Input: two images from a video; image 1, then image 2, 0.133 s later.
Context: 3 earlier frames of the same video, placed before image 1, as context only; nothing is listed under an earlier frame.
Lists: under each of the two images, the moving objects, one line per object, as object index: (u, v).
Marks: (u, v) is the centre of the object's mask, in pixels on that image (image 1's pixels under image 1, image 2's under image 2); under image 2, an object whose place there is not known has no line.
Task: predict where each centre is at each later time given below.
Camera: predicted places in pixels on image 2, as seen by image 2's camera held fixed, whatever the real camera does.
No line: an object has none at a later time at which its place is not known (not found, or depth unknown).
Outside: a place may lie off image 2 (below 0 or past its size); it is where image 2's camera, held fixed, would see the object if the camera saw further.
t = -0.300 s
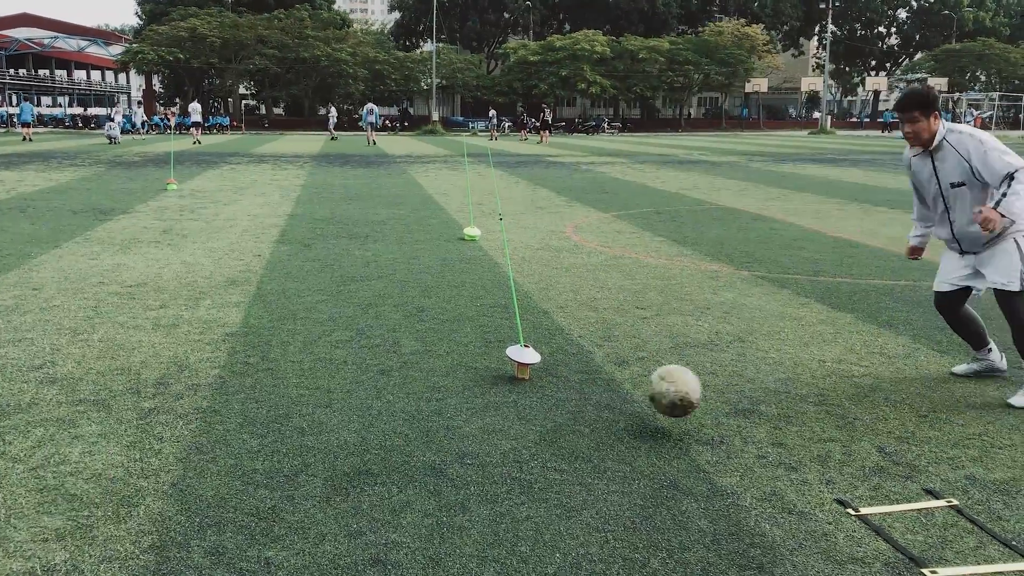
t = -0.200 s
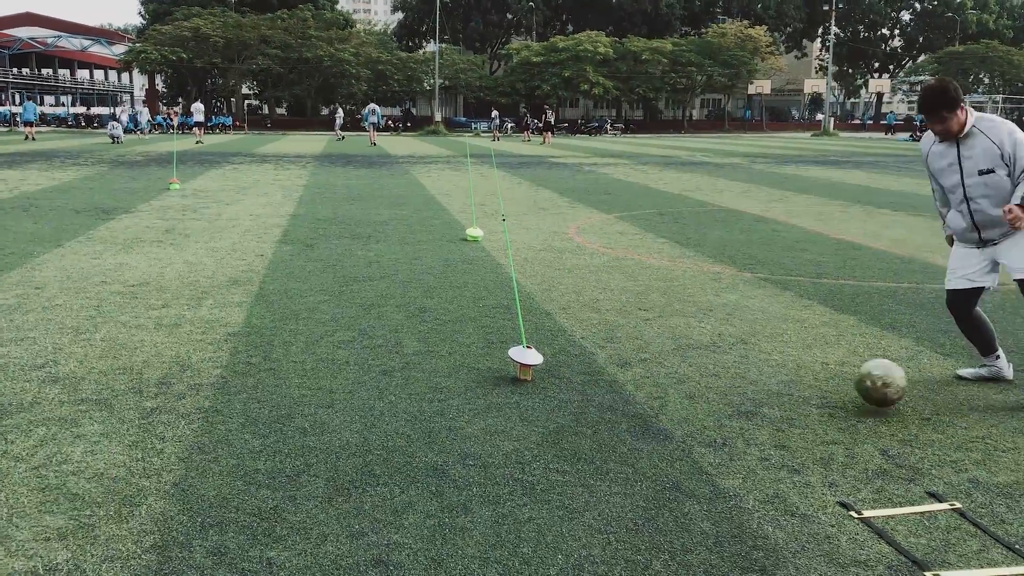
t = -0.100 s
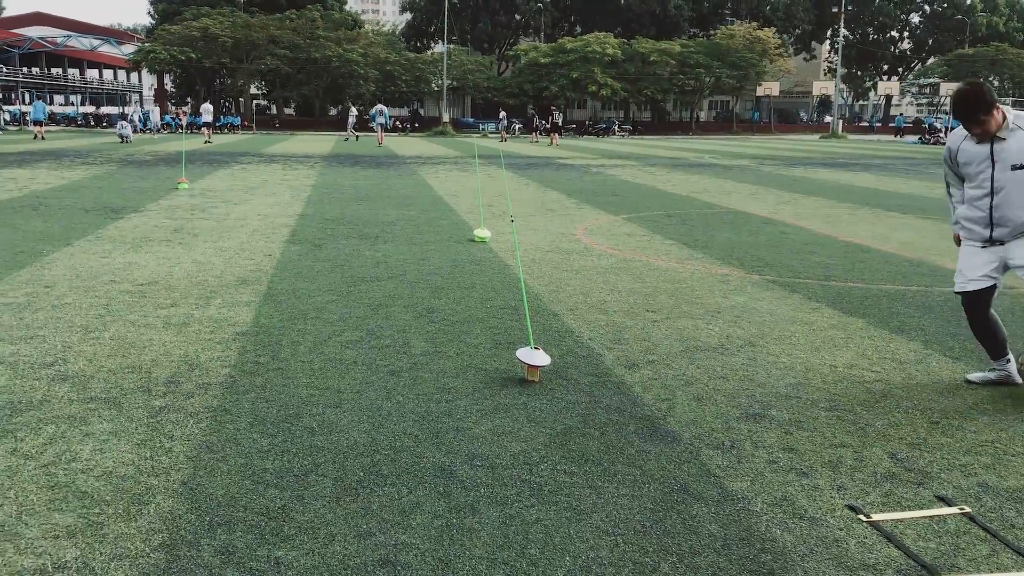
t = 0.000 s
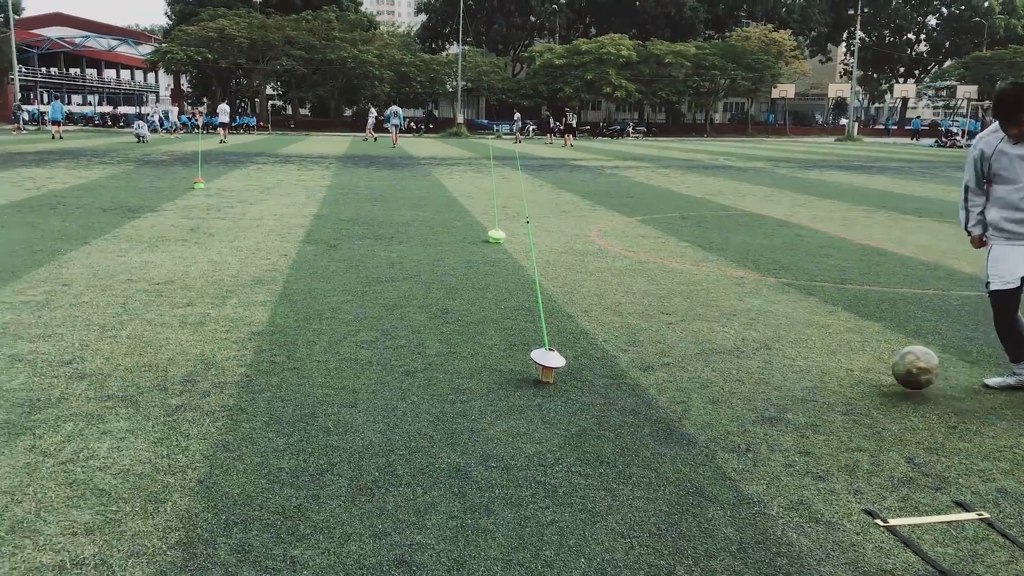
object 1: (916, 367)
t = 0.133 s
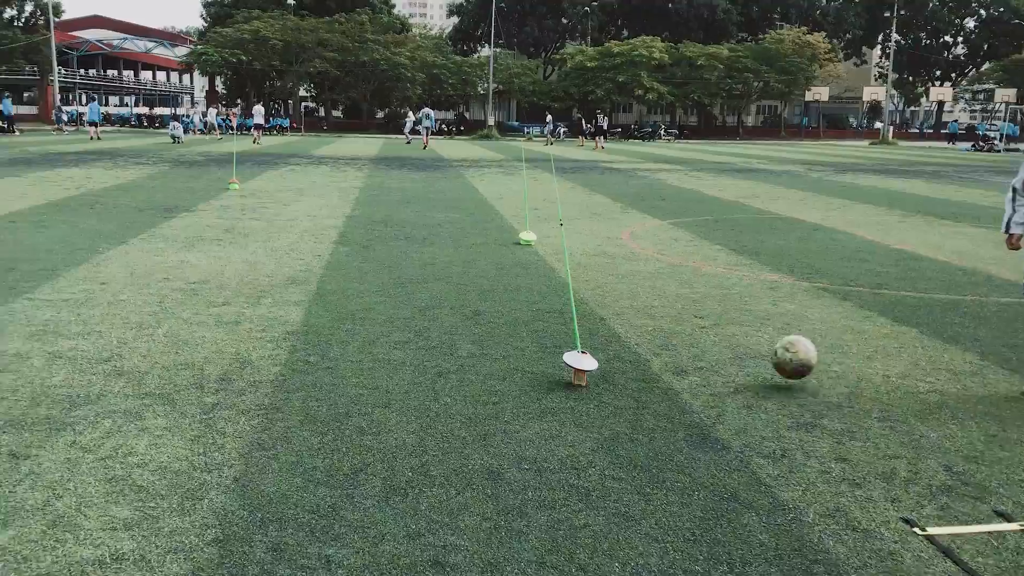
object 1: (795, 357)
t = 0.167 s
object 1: (756, 358)
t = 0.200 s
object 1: (718, 362)
